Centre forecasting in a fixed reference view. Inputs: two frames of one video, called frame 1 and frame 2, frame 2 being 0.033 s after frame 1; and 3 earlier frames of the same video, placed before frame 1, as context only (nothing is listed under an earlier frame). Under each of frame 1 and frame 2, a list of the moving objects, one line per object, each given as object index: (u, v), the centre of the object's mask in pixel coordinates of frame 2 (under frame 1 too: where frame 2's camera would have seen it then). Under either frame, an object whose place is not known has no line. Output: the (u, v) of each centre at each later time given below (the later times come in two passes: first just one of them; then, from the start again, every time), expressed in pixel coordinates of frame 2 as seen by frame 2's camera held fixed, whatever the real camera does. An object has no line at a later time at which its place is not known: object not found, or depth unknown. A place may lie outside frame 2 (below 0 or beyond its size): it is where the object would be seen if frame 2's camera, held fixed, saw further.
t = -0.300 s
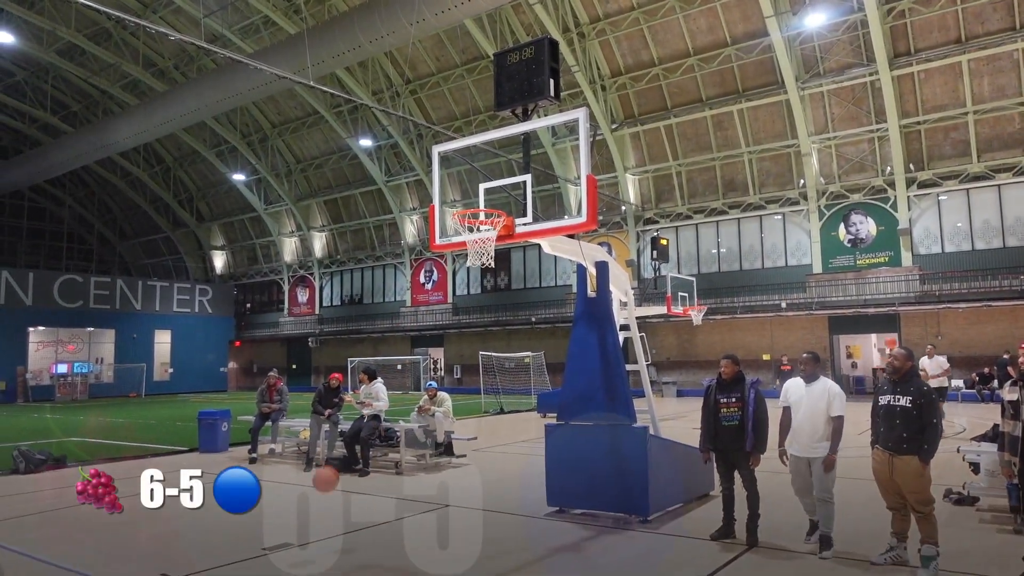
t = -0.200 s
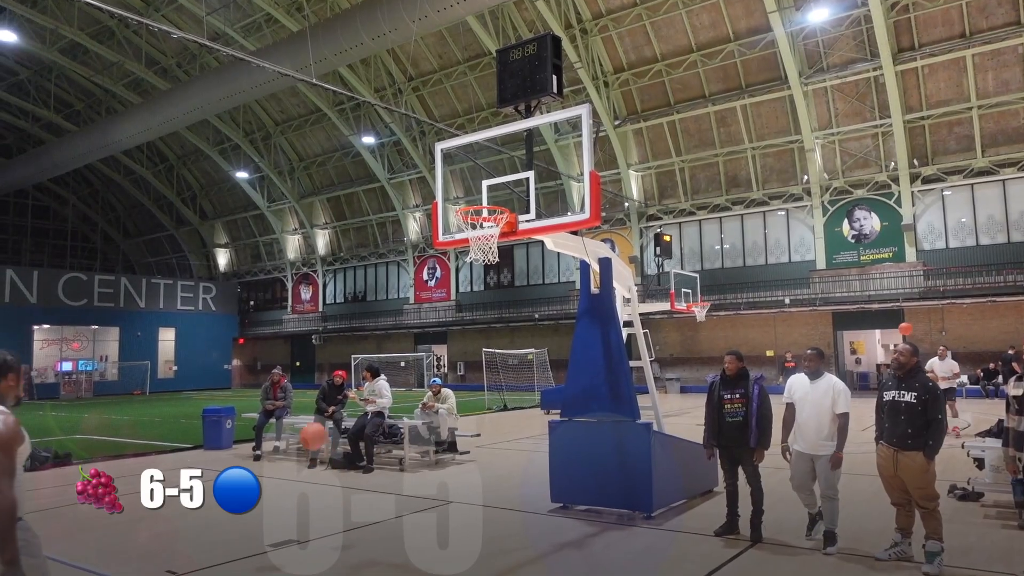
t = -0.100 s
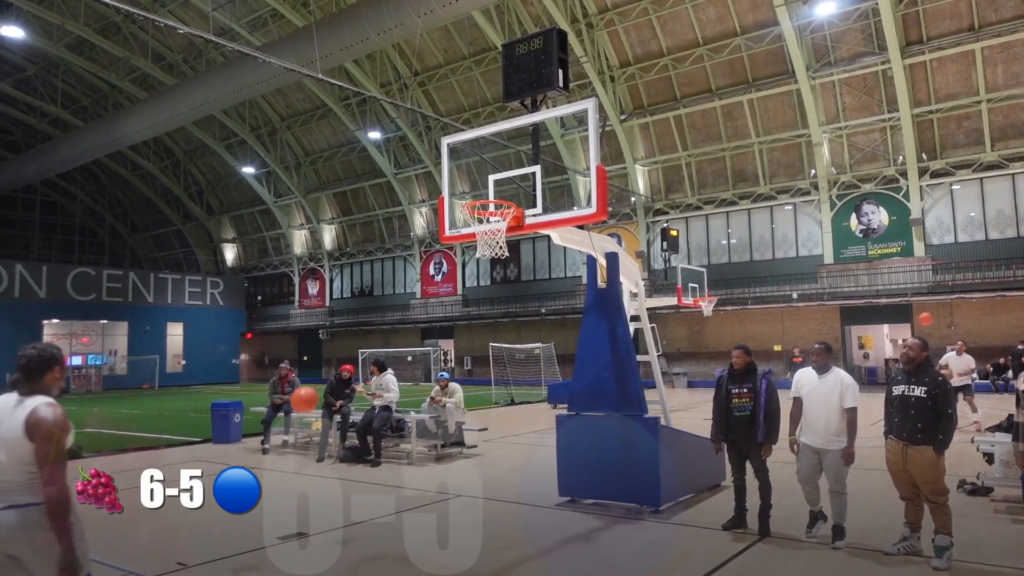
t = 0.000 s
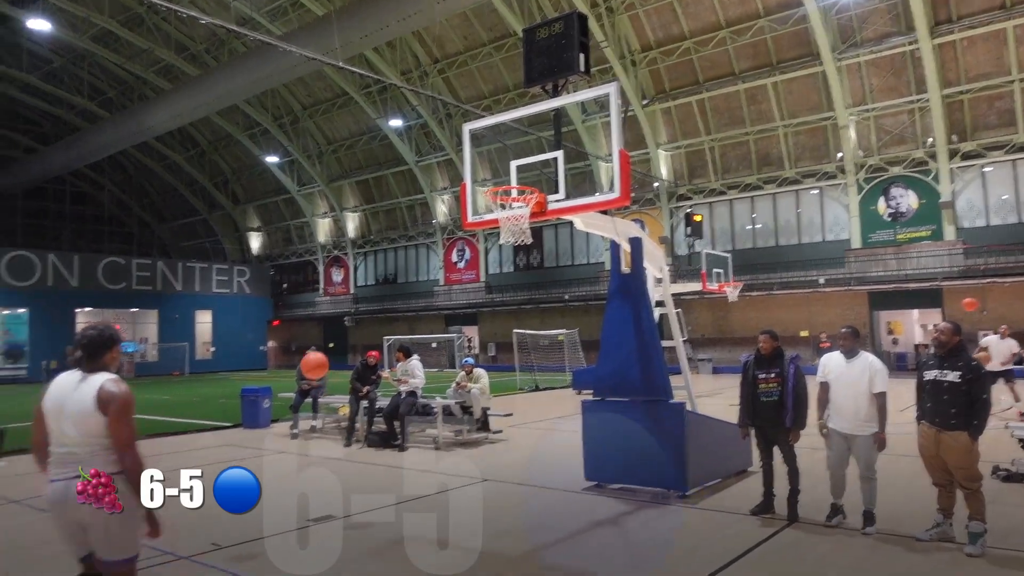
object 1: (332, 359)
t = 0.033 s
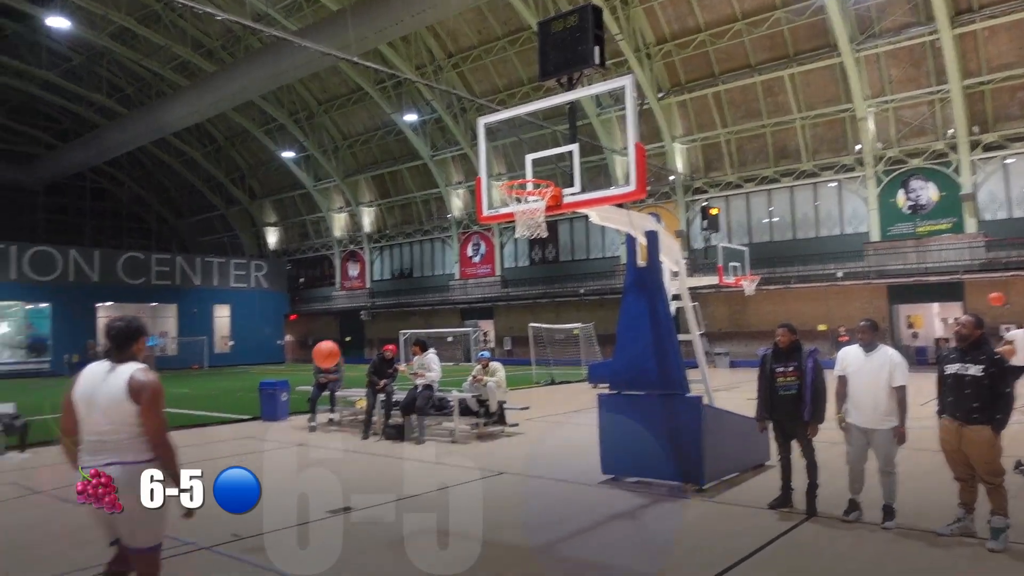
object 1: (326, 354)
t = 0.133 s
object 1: (308, 348)
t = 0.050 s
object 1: (323, 352)
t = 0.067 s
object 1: (320, 351)
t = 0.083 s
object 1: (317, 350)
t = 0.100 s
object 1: (314, 349)
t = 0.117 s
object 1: (311, 348)
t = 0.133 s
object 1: (308, 348)
